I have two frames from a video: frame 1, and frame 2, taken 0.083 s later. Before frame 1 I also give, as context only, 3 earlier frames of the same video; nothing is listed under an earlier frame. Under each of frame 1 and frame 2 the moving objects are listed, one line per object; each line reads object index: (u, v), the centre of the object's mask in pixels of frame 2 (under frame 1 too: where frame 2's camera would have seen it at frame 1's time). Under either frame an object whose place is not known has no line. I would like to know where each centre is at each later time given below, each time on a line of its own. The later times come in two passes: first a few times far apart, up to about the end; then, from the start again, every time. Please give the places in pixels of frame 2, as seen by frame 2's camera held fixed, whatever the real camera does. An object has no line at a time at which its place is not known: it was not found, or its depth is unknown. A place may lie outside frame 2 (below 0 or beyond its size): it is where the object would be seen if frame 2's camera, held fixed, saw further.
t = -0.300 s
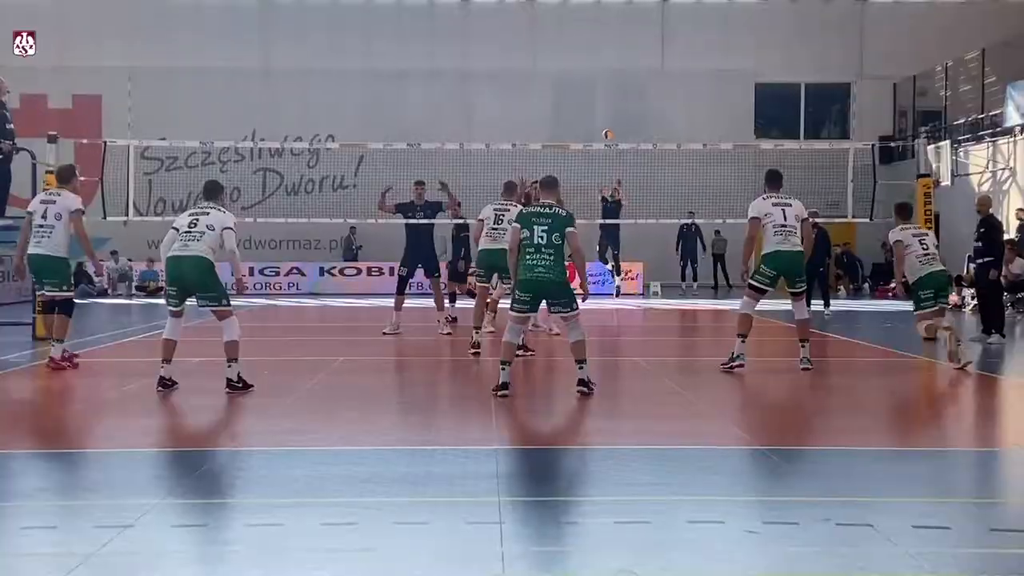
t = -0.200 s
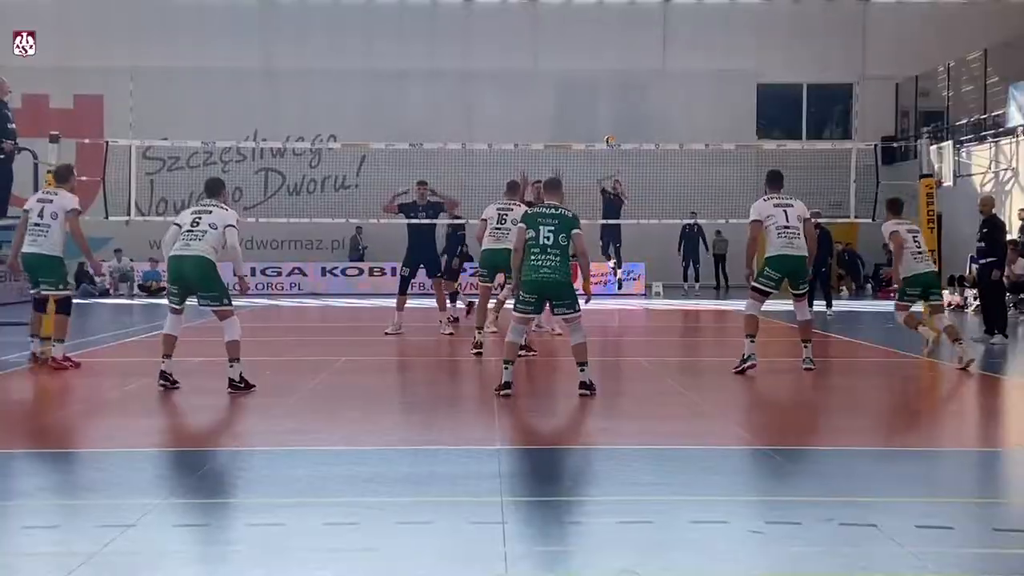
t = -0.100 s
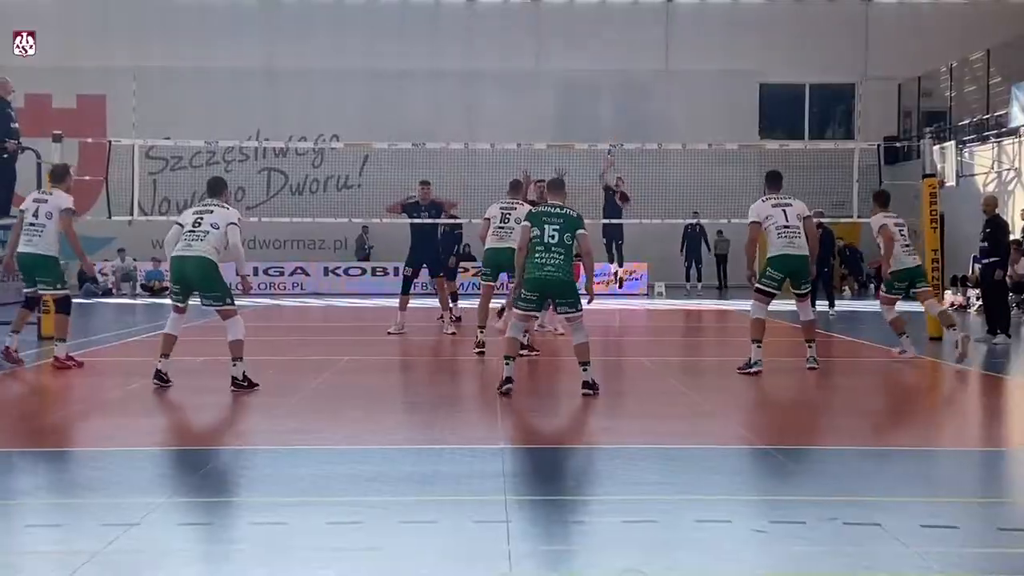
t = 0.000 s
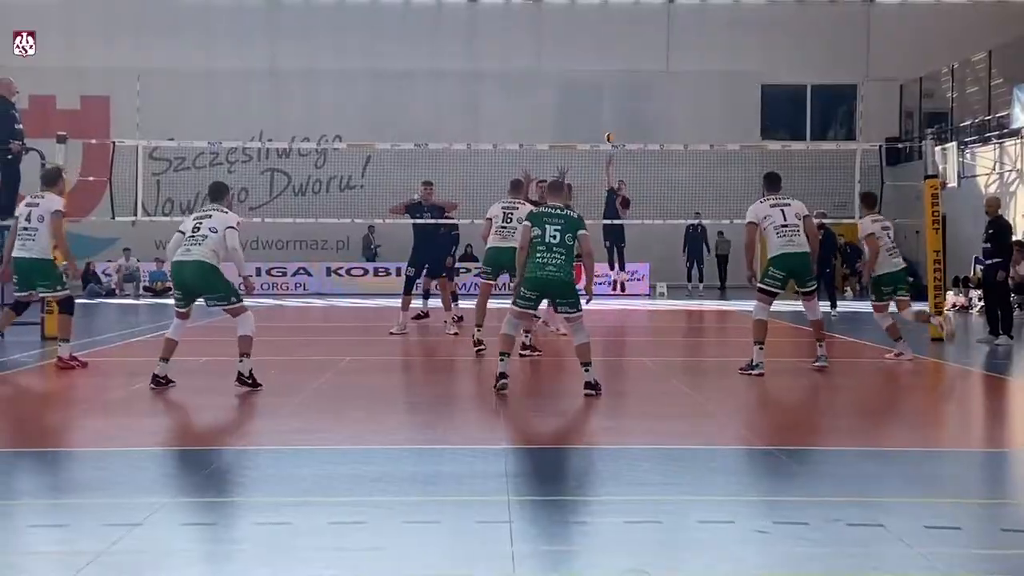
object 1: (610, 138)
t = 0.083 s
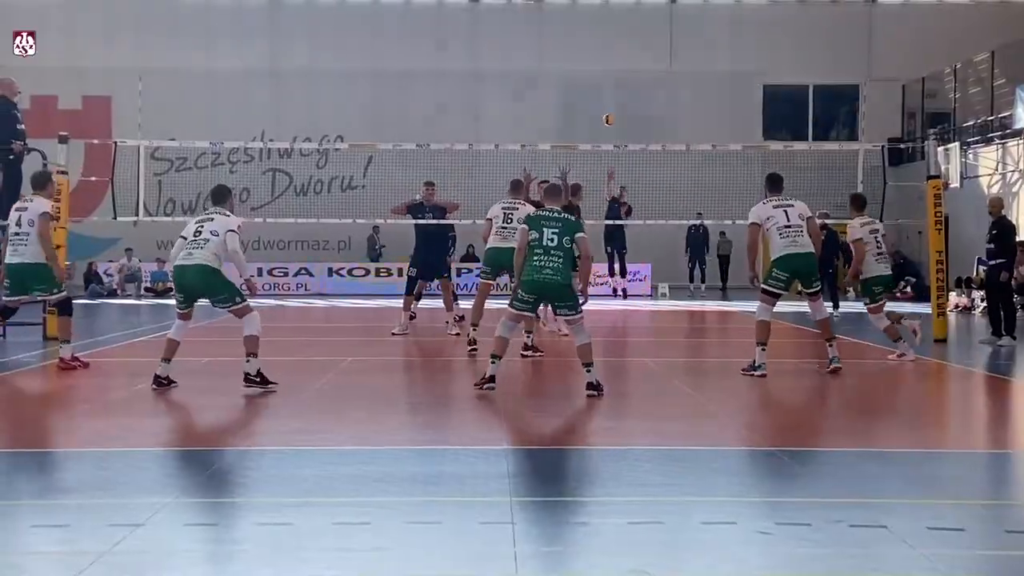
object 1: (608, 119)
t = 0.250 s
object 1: (598, 90)
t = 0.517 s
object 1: (577, 69)
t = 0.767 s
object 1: (559, 85)
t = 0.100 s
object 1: (607, 116)
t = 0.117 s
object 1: (606, 113)
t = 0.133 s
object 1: (605, 109)
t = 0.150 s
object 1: (605, 107)
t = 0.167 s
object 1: (603, 104)
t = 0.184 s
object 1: (602, 101)
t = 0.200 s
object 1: (601, 99)
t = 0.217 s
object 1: (601, 96)
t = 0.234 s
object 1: (599, 93)
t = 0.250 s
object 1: (598, 90)
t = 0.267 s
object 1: (597, 88)
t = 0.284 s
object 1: (596, 86)
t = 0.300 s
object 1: (594, 85)
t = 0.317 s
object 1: (593, 82)
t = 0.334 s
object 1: (591, 81)
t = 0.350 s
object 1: (589, 79)
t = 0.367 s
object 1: (587, 77)
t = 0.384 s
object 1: (586, 75)
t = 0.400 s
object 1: (585, 74)
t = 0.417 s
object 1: (583, 73)
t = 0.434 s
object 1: (582, 72)
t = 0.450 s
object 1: (581, 71)
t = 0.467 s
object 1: (580, 70)
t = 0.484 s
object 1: (579, 70)
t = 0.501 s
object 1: (578, 69)
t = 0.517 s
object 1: (577, 69)
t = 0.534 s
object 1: (575, 69)
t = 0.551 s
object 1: (575, 69)
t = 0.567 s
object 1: (574, 69)
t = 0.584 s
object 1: (573, 69)
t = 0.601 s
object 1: (572, 70)
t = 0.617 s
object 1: (571, 71)
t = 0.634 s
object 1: (569, 71)
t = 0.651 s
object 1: (568, 72)
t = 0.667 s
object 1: (567, 73)
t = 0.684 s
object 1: (566, 75)
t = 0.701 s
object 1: (564, 77)
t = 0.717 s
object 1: (563, 79)
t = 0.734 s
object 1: (562, 81)
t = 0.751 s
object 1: (560, 83)
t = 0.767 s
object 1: (559, 85)
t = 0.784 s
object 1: (558, 87)
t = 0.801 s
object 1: (557, 90)
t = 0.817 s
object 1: (555, 93)
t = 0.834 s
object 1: (554, 96)
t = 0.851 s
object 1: (553, 99)
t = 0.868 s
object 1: (551, 103)
